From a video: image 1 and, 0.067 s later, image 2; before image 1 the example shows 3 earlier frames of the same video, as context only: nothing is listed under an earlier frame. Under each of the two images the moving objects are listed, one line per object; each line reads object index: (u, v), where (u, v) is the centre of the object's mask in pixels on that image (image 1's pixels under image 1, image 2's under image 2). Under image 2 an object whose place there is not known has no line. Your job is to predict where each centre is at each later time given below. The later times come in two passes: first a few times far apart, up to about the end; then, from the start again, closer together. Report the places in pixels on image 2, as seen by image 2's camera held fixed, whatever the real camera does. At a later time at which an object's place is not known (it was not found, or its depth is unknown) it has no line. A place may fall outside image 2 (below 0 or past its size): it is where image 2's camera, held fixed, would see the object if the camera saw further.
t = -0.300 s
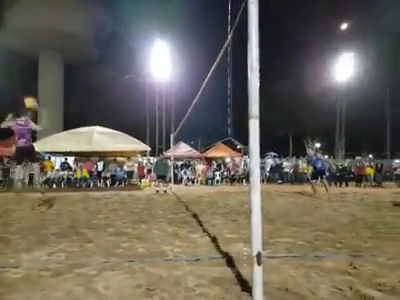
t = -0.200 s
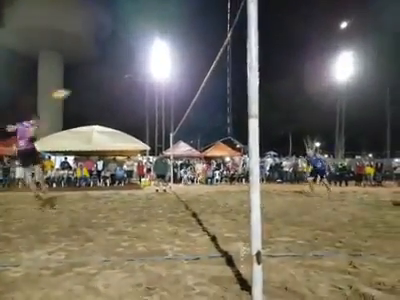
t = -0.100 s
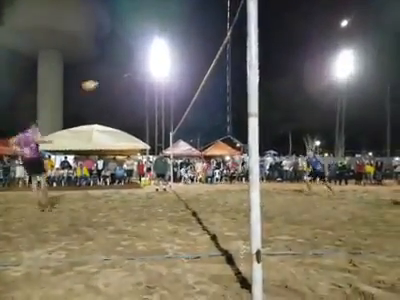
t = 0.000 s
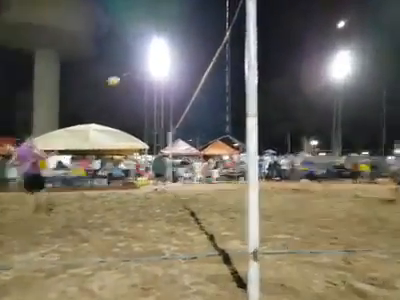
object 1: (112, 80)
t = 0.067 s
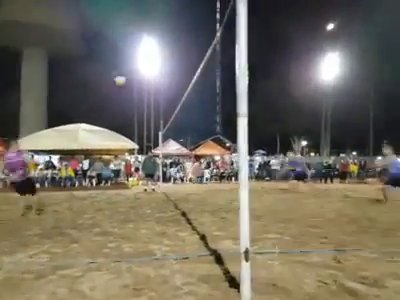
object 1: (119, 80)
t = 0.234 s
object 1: (151, 89)
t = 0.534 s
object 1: (199, 123)
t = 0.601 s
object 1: (207, 132)
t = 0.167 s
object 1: (142, 84)
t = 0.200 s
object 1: (146, 85)
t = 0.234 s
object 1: (151, 89)
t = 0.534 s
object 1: (199, 123)
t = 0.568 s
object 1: (203, 128)
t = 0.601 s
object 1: (207, 132)
